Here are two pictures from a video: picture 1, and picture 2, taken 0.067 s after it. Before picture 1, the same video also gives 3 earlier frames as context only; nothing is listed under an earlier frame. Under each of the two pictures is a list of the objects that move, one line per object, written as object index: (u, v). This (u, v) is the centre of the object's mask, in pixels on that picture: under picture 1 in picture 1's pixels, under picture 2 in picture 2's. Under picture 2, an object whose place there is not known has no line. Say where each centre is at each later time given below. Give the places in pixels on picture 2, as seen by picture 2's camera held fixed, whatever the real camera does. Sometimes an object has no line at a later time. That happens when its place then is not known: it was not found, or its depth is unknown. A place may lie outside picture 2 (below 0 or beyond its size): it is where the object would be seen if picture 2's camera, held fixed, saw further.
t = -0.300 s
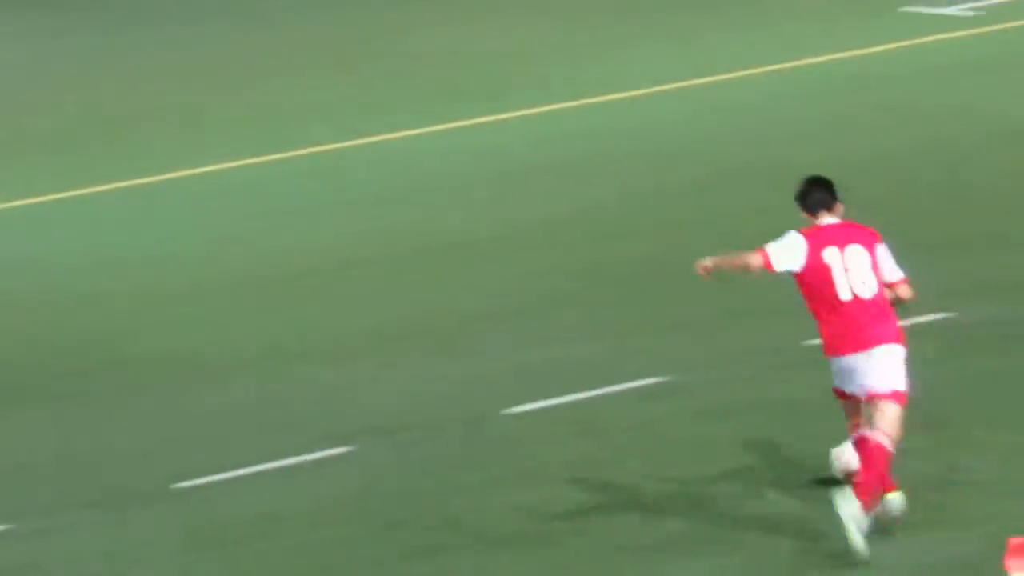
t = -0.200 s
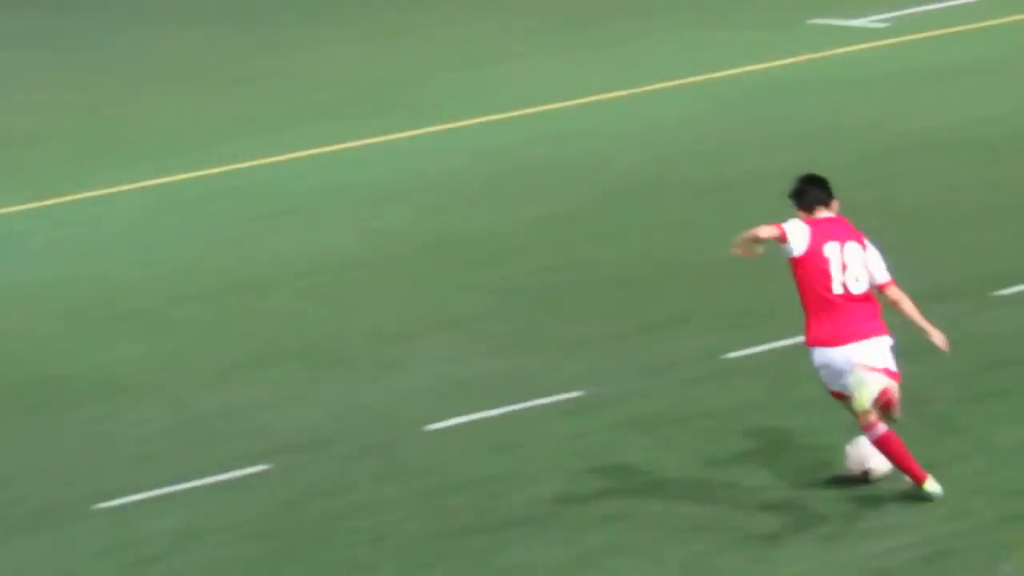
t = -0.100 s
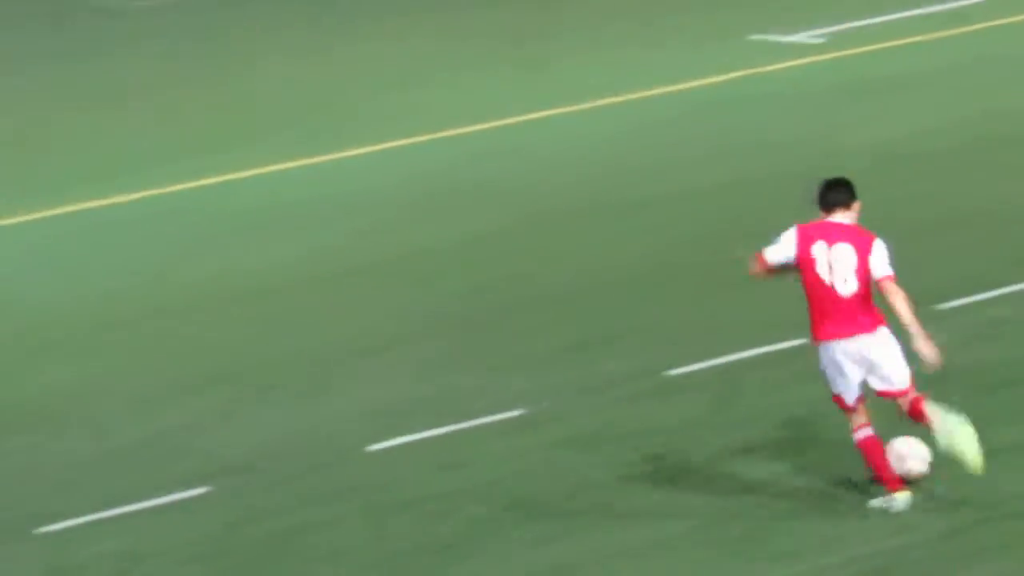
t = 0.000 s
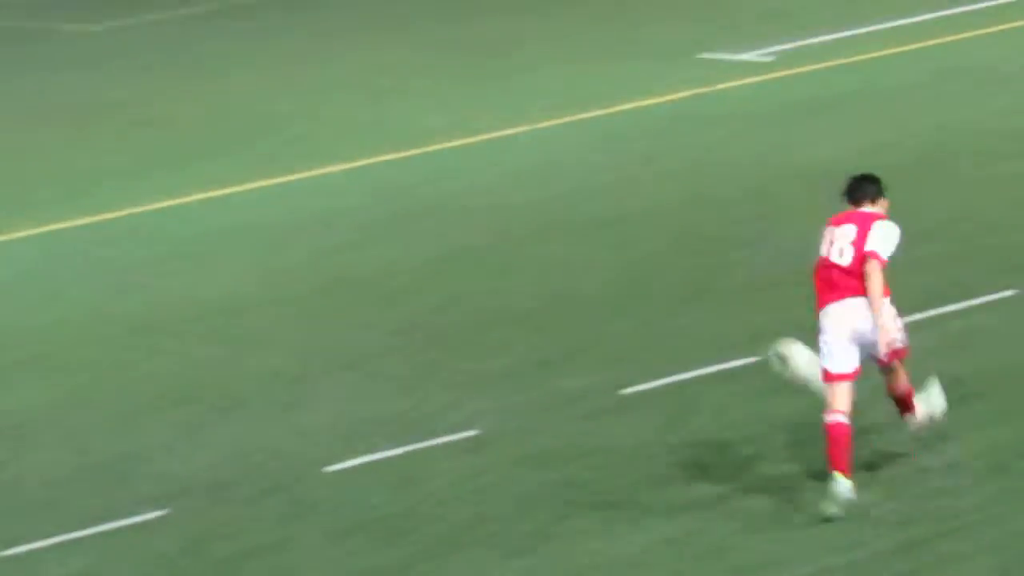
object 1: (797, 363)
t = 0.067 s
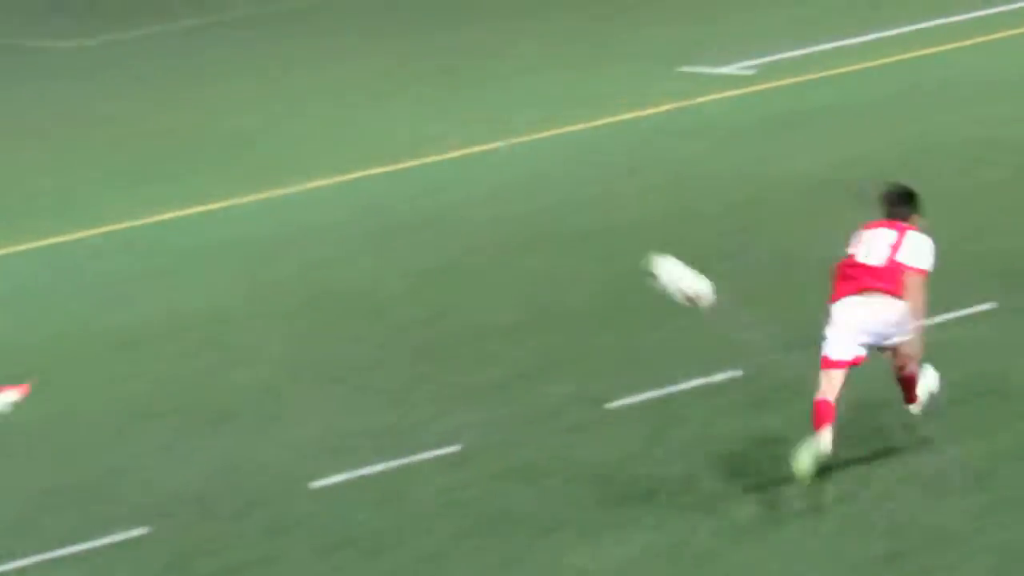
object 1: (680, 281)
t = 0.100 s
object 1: (625, 236)
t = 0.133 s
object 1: (574, 193)
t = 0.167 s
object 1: (528, 156)
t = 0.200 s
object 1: (486, 122)
